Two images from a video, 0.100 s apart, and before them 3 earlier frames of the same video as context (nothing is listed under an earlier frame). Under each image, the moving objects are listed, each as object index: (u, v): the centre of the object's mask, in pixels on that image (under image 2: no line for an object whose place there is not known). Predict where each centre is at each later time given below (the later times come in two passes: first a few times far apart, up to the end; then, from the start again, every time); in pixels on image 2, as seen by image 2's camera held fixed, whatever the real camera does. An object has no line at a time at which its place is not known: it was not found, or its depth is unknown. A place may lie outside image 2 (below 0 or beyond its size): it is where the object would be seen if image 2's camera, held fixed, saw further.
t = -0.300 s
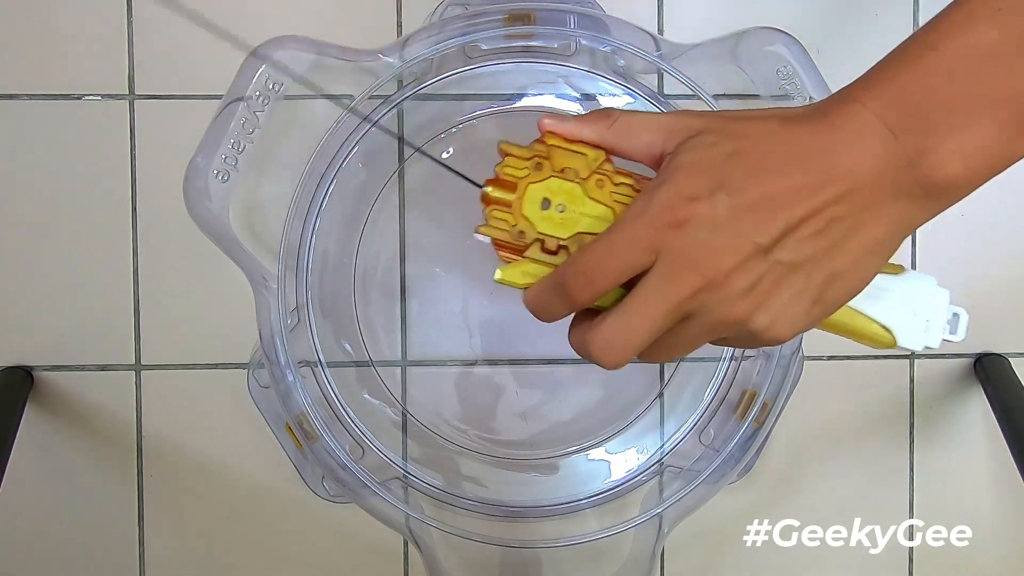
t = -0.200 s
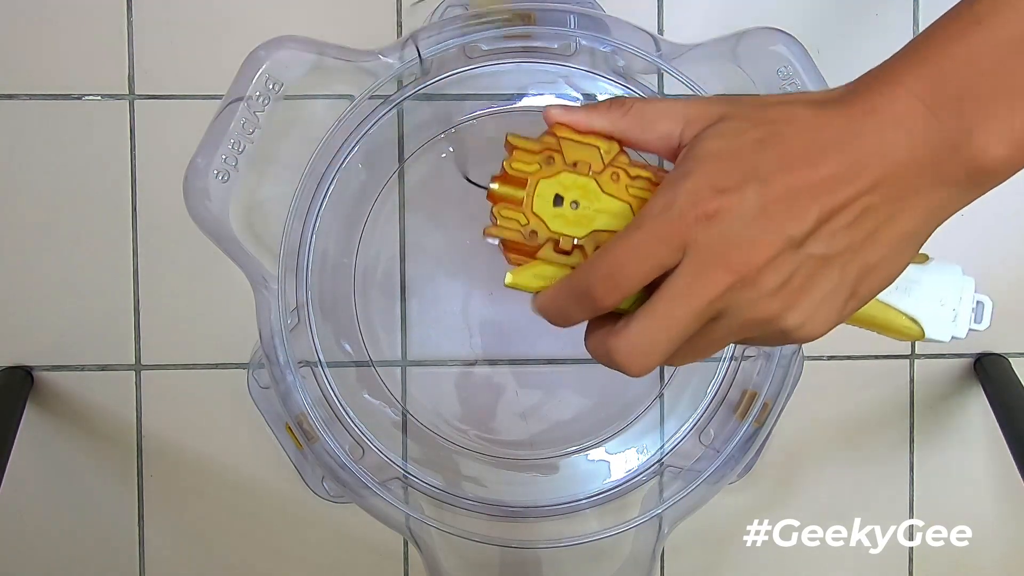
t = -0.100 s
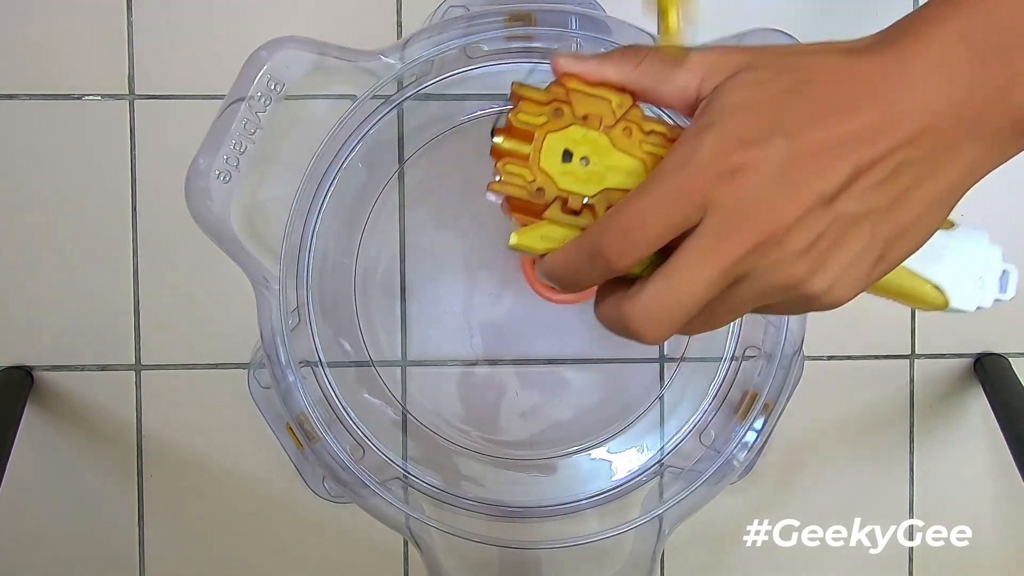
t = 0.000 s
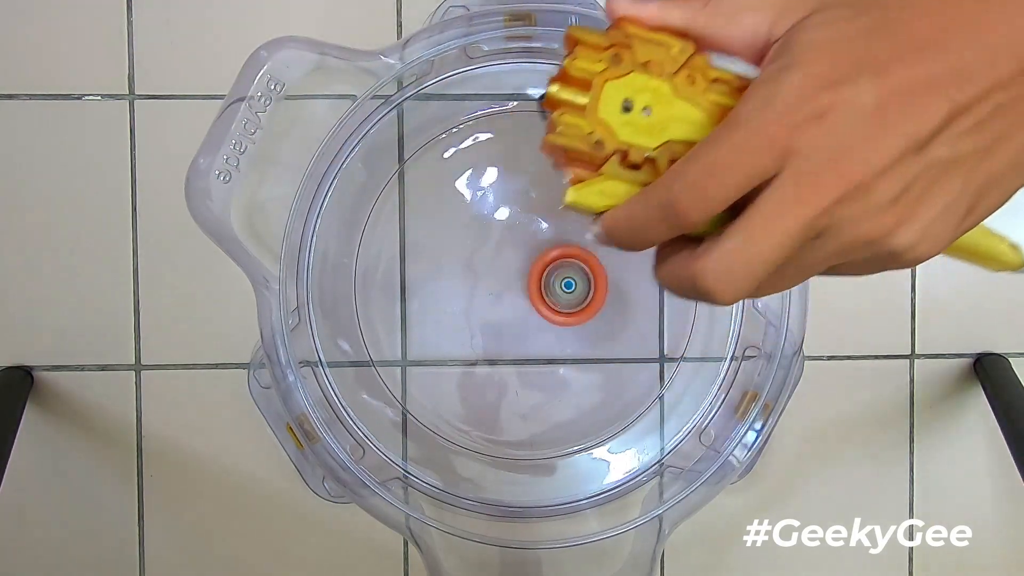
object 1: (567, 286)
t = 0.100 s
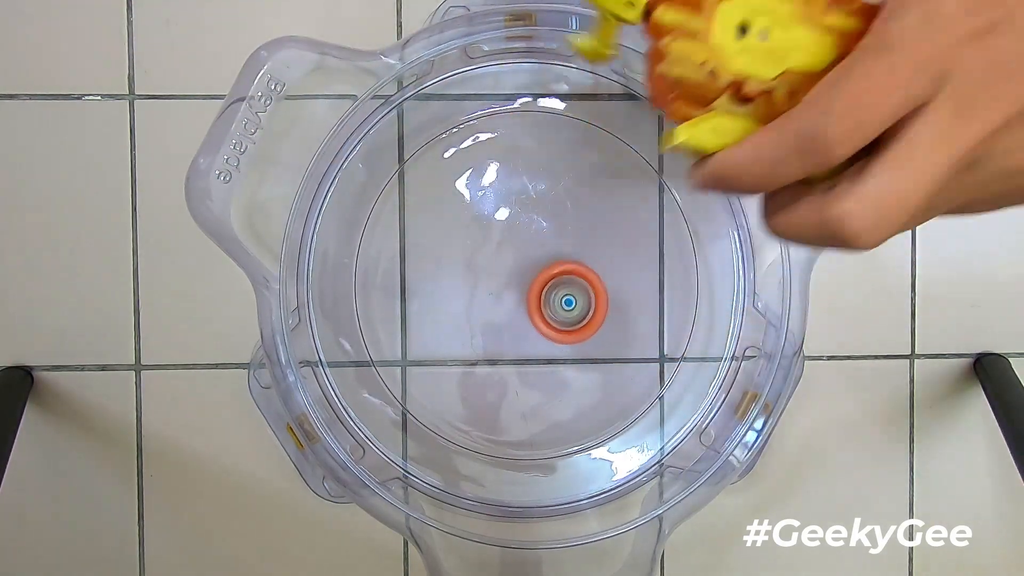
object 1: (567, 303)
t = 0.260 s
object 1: (553, 314)
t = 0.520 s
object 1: (542, 290)
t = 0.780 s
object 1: (532, 273)
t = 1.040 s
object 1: (522, 265)
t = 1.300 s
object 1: (519, 266)
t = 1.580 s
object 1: (521, 269)
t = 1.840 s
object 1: (526, 270)
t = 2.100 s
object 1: (531, 271)
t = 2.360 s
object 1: (535, 272)
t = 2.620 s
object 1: (535, 273)
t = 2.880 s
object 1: (536, 277)
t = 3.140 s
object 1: (537, 282)
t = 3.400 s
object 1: (536, 287)
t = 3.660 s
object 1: (535, 290)
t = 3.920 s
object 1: (533, 292)
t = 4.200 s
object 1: (530, 292)
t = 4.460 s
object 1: (527, 294)
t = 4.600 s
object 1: (524, 294)
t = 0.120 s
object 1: (565, 305)
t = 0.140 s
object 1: (565, 307)
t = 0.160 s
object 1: (563, 309)
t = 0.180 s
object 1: (561, 311)
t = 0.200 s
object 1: (559, 312)
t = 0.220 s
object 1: (557, 314)
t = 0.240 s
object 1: (554, 314)
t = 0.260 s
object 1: (553, 314)
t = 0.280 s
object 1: (551, 313)
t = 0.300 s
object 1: (550, 313)
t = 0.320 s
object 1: (549, 311)
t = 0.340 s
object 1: (548, 309)
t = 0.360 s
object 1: (547, 307)
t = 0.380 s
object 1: (546, 305)
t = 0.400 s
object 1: (546, 303)
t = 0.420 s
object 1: (545, 301)
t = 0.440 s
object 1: (545, 298)
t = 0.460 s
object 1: (544, 296)
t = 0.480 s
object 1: (544, 294)
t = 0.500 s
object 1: (542, 292)
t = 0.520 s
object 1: (542, 290)
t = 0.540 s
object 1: (541, 288)
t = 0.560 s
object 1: (541, 286)
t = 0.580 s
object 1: (540, 285)
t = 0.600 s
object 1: (540, 283)
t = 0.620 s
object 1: (538, 282)
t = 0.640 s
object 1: (538, 280)
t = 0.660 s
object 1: (537, 279)
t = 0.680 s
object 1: (536, 277)
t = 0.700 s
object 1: (535, 277)
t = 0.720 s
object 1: (535, 275)
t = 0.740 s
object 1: (534, 275)
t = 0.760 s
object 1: (533, 273)
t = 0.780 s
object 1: (532, 273)
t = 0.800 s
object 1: (531, 271)
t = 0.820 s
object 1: (530, 271)
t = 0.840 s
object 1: (530, 270)
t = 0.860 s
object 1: (529, 269)
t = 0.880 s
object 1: (528, 268)
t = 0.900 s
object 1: (527, 268)
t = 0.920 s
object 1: (526, 267)
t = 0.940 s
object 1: (526, 267)
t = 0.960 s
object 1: (525, 266)
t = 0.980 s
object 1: (524, 266)
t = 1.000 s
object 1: (524, 266)
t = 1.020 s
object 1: (523, 266)
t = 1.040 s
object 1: (522, 265)
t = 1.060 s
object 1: (522, 265)
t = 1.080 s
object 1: (521, 265)
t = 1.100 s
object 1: (521, 265)
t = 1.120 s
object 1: (520, 265)
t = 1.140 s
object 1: (521, 265)
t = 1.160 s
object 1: (520, 265)
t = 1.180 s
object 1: (520, 265)
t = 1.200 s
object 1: (519, 266)
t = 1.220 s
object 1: (519, 265)
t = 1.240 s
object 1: (519, 266)
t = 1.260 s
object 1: (519, 266)
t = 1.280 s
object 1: (519, 266)
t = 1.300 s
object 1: (519, 266)
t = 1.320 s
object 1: (519, 267)
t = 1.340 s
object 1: (518, 267)
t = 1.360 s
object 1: (519, 267)
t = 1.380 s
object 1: (518, 267)
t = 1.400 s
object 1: (519, 268)
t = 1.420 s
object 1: (519, 268)
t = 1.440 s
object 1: (519, 268)
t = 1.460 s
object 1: (519, 268)
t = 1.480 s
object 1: (519, 268)
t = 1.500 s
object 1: (520, 269)
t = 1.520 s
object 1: (520, 269)
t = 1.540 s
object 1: (521, 269)
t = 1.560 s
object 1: (520, 269)
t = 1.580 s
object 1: (521, 269)
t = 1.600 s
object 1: (521, 270)
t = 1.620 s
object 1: (522, 270)
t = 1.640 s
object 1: (522, 270)
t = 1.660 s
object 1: (522, 270)
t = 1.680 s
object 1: (523, 270)
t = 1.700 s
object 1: (523, 270)
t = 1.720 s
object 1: (524, 270)
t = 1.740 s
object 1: (524, 270)
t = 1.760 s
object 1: (525, 270)
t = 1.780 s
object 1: (524, 271)
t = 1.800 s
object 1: (525, 270)
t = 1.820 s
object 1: (525, 271)
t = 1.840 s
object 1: (526, 270)
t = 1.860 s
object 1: (526, 271)
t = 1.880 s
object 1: (526, 271)
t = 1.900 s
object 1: (527, 271)
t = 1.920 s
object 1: (527, 271)
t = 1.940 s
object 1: (528, 271)
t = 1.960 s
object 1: (528, 271)
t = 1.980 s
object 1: (529, 271)
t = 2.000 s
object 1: (529, 271)
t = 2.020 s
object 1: (529, 271)
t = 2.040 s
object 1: (530, 271)
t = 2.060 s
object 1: (530, 271)
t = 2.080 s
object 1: (531, 271)
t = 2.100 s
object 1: (531, 271)
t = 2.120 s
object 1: (531, 271)
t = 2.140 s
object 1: (532, 271)
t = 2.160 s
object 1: (532, 271)
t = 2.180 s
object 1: (533, 271)
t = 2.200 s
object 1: (533, 271)
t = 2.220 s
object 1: (533, 271)
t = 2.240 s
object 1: (534, 271)
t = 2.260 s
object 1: (534, 271)
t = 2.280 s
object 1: (534, 271)
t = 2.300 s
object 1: (534, 271)
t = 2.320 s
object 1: (535, 271)
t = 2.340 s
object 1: (535, 272)
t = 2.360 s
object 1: (535, 272)
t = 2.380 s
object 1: (536, 272)
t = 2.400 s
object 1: (536, 272)
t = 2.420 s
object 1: (536, 272)
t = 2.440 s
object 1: (536, 272)
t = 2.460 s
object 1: (536, 272)
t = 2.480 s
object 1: (536, 273)
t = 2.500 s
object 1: (536, 273)
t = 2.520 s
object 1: (536, 272)
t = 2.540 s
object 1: (536, 273)
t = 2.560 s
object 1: (535, 273)
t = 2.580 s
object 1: (536, 273)
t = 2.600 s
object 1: (535, 273)
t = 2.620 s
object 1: (535, 273)
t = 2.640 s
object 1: (535, 273)
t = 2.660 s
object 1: (535, 273)
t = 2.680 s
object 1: (535, 273)
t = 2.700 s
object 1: (535, 274)
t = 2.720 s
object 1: (535, 274)
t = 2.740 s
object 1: (535, 274)
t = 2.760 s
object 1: (535, 275)
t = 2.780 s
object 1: (536, 275)
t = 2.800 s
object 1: (536, 276)
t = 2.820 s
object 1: (536, 276)
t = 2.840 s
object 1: (536, 276)
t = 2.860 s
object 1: (536, 277)
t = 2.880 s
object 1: (536, 277)
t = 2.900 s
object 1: (536, 278)
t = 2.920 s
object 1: (536, 278)
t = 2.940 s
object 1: (537, 278)
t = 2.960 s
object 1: (537, 279)
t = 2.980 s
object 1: (537, 279)
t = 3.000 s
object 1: (537, 280)
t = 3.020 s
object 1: (537, 280)
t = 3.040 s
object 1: (537, 280)
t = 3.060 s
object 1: (537, 281)
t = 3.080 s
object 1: (537, 281)
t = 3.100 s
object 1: (538, 281)
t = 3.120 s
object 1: (537, 282)
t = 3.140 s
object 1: (537, 282)
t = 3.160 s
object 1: (537, 282)
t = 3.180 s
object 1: (537, 283)
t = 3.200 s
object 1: (537, 282)
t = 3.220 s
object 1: (537, 283)
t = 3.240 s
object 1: (537, 284)
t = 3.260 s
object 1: (537, 284)
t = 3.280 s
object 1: (537, 285)
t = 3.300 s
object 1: (537, 285)
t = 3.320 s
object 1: (537, 285)
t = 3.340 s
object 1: (537, 286)
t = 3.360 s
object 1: (536, 286)
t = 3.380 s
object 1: (537, 286)
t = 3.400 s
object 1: (536, 287)
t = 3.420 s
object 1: (536, 287)
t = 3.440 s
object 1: (536, 288)
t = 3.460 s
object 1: (536, 288)
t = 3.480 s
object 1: (536, 288)
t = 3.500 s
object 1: (536, 288)
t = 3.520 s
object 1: (536, 289)
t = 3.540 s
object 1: (536, 288)
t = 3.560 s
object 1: (536, 289)
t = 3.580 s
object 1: (536, 289)
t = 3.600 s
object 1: (536, 289)
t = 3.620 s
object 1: (536, 290)
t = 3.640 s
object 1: (535, 290)
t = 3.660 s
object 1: (535, 290)
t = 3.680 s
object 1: (535, 290)
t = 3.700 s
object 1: (535, 290)
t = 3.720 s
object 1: (535, 290)
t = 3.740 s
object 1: (535, 291)
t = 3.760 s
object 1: (534, 291)
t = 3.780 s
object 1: (534, 291)
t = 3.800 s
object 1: (534, 291)
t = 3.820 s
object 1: (534, 291)
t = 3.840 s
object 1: (534, 291)
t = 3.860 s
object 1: (534, 292)
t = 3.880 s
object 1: (533, 292)
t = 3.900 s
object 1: (533, 292)
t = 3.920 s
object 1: (533, 292)
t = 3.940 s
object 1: (533, 292)
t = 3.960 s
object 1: (533, 292)
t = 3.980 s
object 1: (532, 293)
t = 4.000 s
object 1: (532, 293)
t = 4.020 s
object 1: (532, 292)
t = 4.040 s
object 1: (532, 293)
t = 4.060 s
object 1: (531, 292)
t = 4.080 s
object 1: (531, 292)
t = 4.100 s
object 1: (531, 292)
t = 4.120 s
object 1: (531, 292)
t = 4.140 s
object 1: (531, 292)
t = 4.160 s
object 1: (531, 293)
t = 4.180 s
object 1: (530, 293)
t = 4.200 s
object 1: (530, 292)
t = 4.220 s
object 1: (530, 293)
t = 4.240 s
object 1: (529, 293)
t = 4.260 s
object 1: (529, 293)
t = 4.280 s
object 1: (529, 293)
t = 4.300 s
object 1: (529, 294)
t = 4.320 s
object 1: (528, 294)
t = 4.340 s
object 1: (528, 294)
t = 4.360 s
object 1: (528, 294)
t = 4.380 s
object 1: (527, 294)
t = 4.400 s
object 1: (528, 294)
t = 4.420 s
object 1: (527, 294)
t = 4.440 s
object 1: (527, 294)
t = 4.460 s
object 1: (527, 294)
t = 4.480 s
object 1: (527, 295)
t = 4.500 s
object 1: (526, 295)
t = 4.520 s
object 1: (525, 294)
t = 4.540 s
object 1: (526, 294)
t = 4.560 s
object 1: (525, 295)
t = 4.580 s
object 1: (524, 294)
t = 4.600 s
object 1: (524, 294)
